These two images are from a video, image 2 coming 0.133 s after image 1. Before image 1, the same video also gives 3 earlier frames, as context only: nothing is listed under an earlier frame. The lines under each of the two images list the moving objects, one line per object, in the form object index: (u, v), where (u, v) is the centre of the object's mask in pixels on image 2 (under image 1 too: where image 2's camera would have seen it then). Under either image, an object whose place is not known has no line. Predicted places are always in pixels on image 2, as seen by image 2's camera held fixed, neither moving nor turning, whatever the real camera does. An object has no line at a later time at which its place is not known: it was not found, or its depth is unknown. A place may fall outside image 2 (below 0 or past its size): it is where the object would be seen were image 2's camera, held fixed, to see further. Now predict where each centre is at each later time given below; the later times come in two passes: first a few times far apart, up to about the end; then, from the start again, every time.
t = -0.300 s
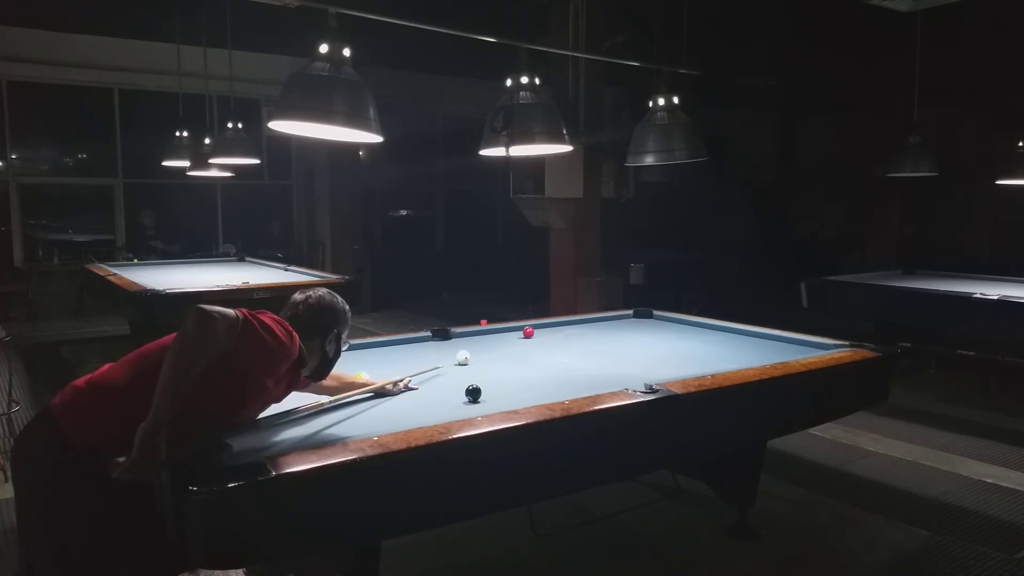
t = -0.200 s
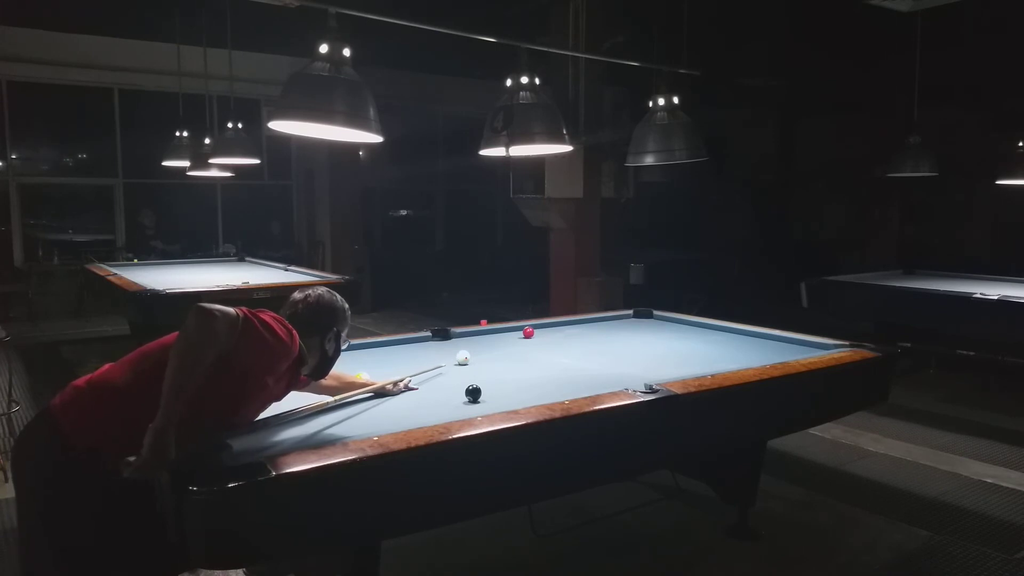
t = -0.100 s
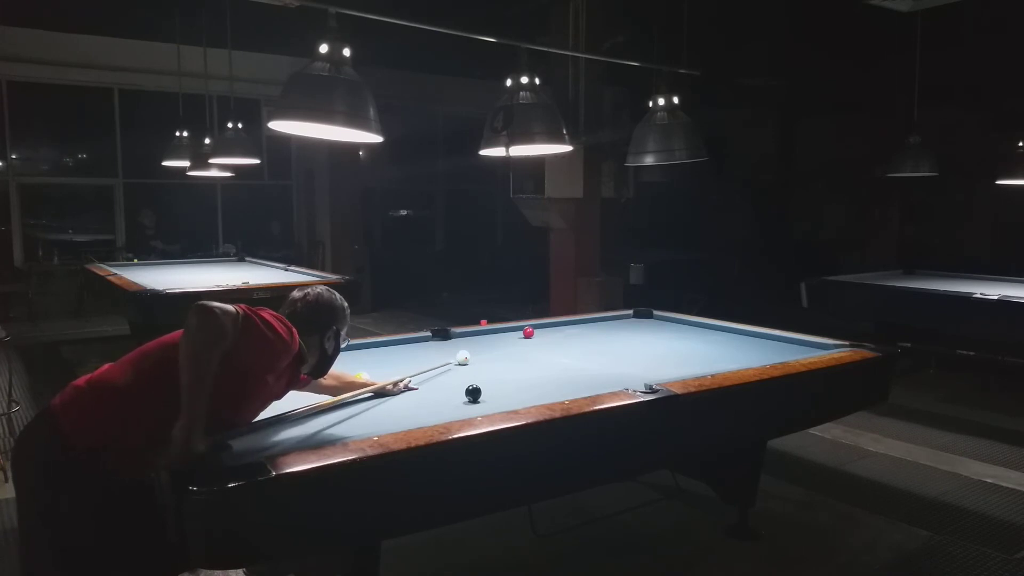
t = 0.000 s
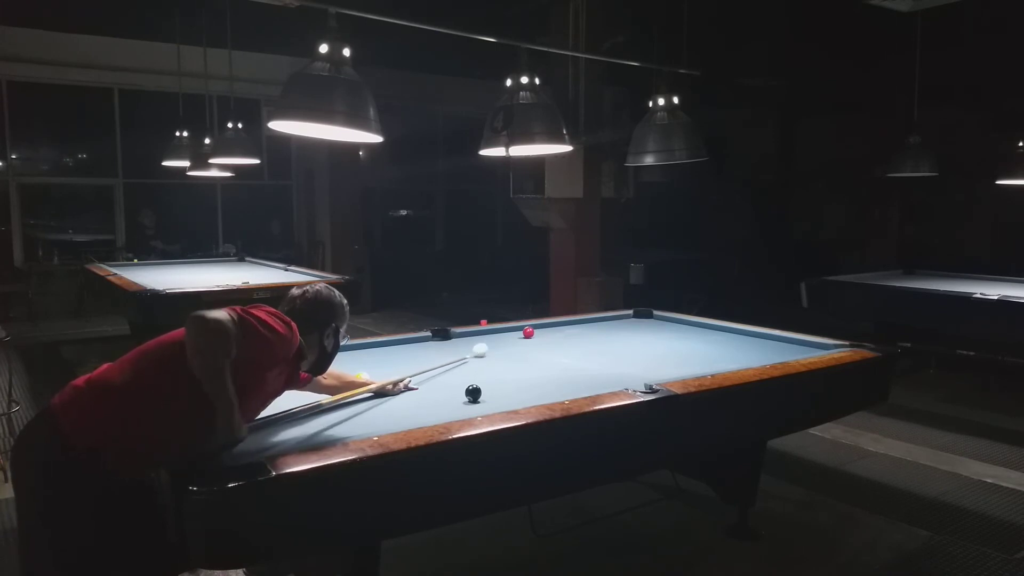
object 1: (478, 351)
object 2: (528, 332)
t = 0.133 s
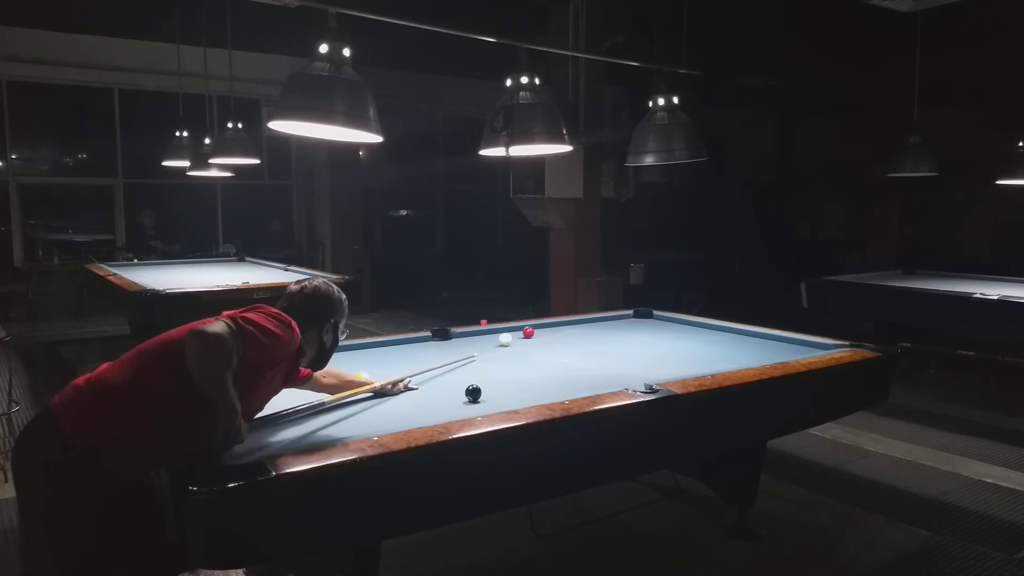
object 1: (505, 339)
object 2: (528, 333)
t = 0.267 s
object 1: (517, 333)
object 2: (533, 332)
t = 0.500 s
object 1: (510, 329)
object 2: (568, 327)
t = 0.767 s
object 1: (520, 331)
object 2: (599, 322)
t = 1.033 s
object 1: (530, 333)
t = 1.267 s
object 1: (538, 335)
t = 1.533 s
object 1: (547, 337)
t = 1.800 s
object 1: (555, 339)
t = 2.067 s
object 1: (562, 341)
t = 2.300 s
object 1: (568, 343)
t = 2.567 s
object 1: (575, 345)
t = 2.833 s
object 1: (581, 346)
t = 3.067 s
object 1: (586, 347)
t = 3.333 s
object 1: (590, 348)
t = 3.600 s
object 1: (594, 349)
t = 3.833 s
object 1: (597, 350)
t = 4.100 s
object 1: (599, 350)
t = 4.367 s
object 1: (600, 351)
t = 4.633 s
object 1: (600, 351)
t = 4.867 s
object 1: (600, 351)
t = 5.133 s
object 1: (600, 351)
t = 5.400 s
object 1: (600, 351)
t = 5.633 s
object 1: (600, 350)
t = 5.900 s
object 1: (600, 350)
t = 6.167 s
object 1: (600, 350)
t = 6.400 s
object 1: (600, 350)
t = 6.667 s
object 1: (600, 350)
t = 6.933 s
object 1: (600, 350)
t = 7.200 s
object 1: (600, 350)
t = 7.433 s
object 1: (600, 350)
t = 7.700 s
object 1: (600, 351)
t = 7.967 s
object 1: (600, 351)
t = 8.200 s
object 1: (600, 351)
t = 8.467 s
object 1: (600, 351)
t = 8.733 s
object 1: (600, 351)
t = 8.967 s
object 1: (600, 351)
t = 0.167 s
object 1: (510, 338)
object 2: (528, 333)
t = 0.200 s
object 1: (515, 336)
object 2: (528, 332)
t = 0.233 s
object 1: (519, 334)
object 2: (529, 332)
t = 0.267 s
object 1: (517, 333)
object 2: (533, 332)
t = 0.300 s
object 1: (515, 332)
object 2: (539, 330)
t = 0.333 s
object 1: (513, 332)
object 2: (545, 330)
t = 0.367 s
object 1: (512, 331)
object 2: (550, 329)
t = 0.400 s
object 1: (510, 330)
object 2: (555, 328)
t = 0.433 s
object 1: (509, 329)
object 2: (560, 327)
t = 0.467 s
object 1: (508, 329)
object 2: (564, 327)
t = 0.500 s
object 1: (510, 329)
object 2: (568, 327)
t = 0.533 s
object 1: (511, 329)
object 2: (572, 325)
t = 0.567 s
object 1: (512, 329)
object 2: (576, 325)
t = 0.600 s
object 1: (514, 330)
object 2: (580, 324)
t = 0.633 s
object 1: (515, 330)
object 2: (584, 324)
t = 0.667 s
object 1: (516, 330)
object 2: (588, 324)
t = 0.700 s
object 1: (518, 331)
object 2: (592, 323)
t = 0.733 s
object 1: (519, 331)
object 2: (595, 322)
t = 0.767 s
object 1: (520, 331)
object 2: (599, 322)
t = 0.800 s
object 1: (521, 332)
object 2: (603, 321)
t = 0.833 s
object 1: (523, 332)
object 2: (607, 321)
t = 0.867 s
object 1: (524, 332)
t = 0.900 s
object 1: (525, 332)
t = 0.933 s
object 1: (526, 333)
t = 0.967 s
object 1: (528, 333)
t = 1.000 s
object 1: (529, 333)
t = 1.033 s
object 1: (530, 333)
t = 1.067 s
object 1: (531, 334)
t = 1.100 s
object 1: (532, 334)
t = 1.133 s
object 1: (533, 334)
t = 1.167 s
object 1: (535, 334)
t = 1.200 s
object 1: (536, 335)
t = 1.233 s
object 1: (537, 335)
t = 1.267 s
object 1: (538, 335)
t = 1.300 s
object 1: (539, 335)
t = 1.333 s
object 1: (540, 336)
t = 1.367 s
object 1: (541, 336)
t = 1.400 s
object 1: (542, 336)
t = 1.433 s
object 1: (543, 337)
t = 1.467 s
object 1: (544, 337)
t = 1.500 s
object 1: (546, 337)
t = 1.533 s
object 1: (547, 337)
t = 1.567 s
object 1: (547, 338)
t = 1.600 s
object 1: (549, 338)
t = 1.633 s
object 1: (550, 338)
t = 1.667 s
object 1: (551, 339)
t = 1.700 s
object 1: (552, 339)
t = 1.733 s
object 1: (553, 339)
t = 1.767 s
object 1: (554, 339)
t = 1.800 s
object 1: (555, 339)
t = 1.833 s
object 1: (556, 340)
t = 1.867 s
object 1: (557, 340)
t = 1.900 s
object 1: (557, 340)
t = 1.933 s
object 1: (558, 340)
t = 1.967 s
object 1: (559, 341)
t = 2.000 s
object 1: (560, 341)
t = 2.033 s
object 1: (561, 341)
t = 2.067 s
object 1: (562, 341)
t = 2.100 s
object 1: (563, 341)
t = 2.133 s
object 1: (564, 342)
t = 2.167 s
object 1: (565, 342)
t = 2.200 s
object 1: (565, 342)
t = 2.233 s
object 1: (566, 343)
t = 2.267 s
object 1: (567, 343)
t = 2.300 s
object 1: (568, 343)
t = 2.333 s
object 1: (569, 343)
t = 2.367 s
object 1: (570, 343)
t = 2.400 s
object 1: (570, 344)
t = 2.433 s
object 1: (571, 344)
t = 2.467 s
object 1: (572, 344)
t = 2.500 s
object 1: (573, 344)
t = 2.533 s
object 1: (574, 344)
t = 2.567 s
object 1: (575, 345)
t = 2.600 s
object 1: (575, 345)
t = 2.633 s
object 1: (576, 345)
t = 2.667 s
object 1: (577, 345)
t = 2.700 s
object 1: (577, 345)
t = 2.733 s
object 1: (578, 345)
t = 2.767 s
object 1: (579, 345)
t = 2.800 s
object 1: (580, 346)
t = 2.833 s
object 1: (581, 346)
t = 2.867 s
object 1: (582, 346)
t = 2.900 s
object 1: (582, 346)
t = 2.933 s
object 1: (583, 346)
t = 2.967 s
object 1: (584, 346)
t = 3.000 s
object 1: (584, 347)
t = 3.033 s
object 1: (585, 347)
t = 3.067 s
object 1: (586, 347)
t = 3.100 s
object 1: (586, 347)
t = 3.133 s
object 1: (587, 347)
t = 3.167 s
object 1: (588, 347)
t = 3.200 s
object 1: (588, 348)
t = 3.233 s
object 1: (589, 348)
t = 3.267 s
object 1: (589, 348)
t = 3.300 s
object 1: (590, 348)
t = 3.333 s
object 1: (590, 348)
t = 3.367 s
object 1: (591, 348)
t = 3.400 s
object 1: (591, 348)
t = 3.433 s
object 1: (592, 348)
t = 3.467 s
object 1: (592, 348)
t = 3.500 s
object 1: (593, 349)
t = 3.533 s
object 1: (593, 349)
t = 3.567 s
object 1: (594, 349)
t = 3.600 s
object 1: (594, 349)
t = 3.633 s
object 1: (595, 349)
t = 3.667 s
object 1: (595, 349)
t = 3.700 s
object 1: (595, 349)
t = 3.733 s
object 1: (596, 349)
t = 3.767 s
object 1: (596, 349)
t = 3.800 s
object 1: (597, 350)
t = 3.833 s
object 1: (597, 350)
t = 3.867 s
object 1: (597, 350)
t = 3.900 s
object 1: (597, 350)
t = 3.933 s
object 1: (598, 350)
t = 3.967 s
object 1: (598, 350)
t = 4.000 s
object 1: (598, 350)
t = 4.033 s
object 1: (598, 350)
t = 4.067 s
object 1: (599, 350)
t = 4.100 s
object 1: (599, 350)
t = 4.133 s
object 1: (599, 350)
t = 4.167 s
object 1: (599, 351)
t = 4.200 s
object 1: (599, 351)
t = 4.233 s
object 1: (599, 351)
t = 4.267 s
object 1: (599, 351)
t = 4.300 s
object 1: (600, 351)
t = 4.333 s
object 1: (600, 351)
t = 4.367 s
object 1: (600, 351)
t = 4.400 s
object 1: (600, 351)
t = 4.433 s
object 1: (600, 351)
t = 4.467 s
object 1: (600, 351)
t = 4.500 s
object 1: (600, 351)
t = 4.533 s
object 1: (600, 351)
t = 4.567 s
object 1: (600, 351)
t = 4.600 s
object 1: (600, 351)
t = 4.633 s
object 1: (600, 351)
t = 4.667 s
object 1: (600, 351)
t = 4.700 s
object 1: (600, 351)
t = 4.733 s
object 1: (600, 351)
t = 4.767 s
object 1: (600, 351)
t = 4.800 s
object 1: (600, 351)
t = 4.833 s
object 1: (600, 351)
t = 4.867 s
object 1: (600, 351)
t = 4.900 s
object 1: (600, 351)
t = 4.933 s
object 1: (600, 351)
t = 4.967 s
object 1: (600, 351)
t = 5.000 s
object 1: (600, 351)
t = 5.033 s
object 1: (600, 351)
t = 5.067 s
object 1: (600, 351)
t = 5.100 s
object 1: (600, 351)
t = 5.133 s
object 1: (600, 351)
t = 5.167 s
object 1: (600, 351)
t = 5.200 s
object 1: (600, 351)
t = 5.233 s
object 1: (600, 351)
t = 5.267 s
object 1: (600, 351)
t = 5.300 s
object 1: (600, 351)
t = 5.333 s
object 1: (600, 351)
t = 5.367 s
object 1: (600, 351)
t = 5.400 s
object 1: (600, 351)
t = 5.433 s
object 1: (600, 350)
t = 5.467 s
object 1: (600, 350)
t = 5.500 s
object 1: (600, 350)
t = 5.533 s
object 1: (600, 350)
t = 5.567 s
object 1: (600, 350)
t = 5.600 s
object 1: (600, 350)
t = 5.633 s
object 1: (600, 350)
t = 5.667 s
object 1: (600, 350)
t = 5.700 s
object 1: (600, 350)
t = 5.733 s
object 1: (600, 350)
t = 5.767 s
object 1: (600, 350)
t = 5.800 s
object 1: (600, 350)
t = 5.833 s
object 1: (600, 350)
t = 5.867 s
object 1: (600, 350)
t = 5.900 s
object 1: (600, 350)
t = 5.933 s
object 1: (600, 350)
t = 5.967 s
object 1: (600, 350)
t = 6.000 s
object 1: (600, 350)
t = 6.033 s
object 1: (600, 350)
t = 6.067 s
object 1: (600, 350)
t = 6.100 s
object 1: (600, 350)
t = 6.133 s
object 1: (600, 350)
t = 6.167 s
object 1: (600, 350)
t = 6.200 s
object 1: (600, 350)
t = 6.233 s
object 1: (600, 350)
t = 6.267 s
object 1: (600, 350)
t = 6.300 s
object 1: (600, 350)
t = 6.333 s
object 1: (600, 350)
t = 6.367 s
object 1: (600, 350)
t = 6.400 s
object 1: (600, 350)
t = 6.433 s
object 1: (600, 350)
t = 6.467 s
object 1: (600, 350)
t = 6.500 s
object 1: (600, 350)
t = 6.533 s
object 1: (600, 350)
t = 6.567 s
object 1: (600, 350)
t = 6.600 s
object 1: (600, 350)
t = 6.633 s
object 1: (600, 350)
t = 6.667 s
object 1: (600, 350)
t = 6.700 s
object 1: (600, 350)
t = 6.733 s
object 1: (600, 350)
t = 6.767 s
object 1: (600, 350)
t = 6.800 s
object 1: (600, 350)
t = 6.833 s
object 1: (600, 350)
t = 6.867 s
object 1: (600, 350)
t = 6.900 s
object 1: (600, 350)
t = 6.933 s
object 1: (600, 350)
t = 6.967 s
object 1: (600, 350)
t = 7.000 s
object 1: (600, 350)
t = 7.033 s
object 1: (600, 350)
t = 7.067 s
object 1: (600, 350)
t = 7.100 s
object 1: (600, 350)
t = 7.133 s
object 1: (600, 350)
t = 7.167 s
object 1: (600, 350)
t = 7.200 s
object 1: (600, 350)
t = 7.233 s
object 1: (600, 350)
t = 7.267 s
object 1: (600, 350)
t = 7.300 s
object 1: (600, 350)
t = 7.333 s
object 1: (600, 350)
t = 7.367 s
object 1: (600, 350)
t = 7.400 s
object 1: (600, 350)
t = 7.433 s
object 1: (600, 350)
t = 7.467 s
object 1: (600, 350)
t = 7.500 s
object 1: (600, 350)
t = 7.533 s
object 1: (600, 350)
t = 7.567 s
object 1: (600, 351)
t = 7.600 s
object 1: (600, 351)
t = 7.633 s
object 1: (600, 351)
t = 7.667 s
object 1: (600, 351)
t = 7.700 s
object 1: (600, 351)
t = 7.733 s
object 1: (600, 351)
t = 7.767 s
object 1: (600, 351)
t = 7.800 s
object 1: (600, 351)
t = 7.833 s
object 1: (600, 351)
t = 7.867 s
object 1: (600, 351)
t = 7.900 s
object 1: (600, 351)
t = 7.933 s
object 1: (600, 351)
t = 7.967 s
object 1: (600, 351)
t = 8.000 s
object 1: (600, 351)
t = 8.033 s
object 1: (600, 351)
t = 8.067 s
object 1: (600, 351)
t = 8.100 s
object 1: (600, 351)
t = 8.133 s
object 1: (600, 351)
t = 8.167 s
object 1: (600, 351)
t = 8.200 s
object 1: (600, 351)
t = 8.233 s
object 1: (600, 351)
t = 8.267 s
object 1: (600, 351)
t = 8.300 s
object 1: (600, 351)
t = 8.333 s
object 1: (600, 351)
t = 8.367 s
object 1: (600, 351)
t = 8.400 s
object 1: (600, 351)
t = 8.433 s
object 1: (600, 351)
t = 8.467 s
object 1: (600, 351)
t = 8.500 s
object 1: (600, 351)
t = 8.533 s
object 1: (600, 351)
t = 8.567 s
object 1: (600, 351)
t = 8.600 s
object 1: (600, 351)
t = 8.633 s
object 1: (600, 351)
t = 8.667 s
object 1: (600, 351)
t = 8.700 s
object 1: (600, 351)
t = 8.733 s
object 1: (600, 351)
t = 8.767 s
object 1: (600, 351)
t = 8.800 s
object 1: (600, 351)
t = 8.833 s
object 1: (600, 351)
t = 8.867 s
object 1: (600, 351)
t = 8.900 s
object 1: (600, 351)
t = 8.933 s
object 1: (600, 351)
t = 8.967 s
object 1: (600, 351)
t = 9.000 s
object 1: (600, 351)
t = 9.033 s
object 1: (600, 351)
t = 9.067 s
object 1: (600, 351)
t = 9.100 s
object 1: (600, 351)
